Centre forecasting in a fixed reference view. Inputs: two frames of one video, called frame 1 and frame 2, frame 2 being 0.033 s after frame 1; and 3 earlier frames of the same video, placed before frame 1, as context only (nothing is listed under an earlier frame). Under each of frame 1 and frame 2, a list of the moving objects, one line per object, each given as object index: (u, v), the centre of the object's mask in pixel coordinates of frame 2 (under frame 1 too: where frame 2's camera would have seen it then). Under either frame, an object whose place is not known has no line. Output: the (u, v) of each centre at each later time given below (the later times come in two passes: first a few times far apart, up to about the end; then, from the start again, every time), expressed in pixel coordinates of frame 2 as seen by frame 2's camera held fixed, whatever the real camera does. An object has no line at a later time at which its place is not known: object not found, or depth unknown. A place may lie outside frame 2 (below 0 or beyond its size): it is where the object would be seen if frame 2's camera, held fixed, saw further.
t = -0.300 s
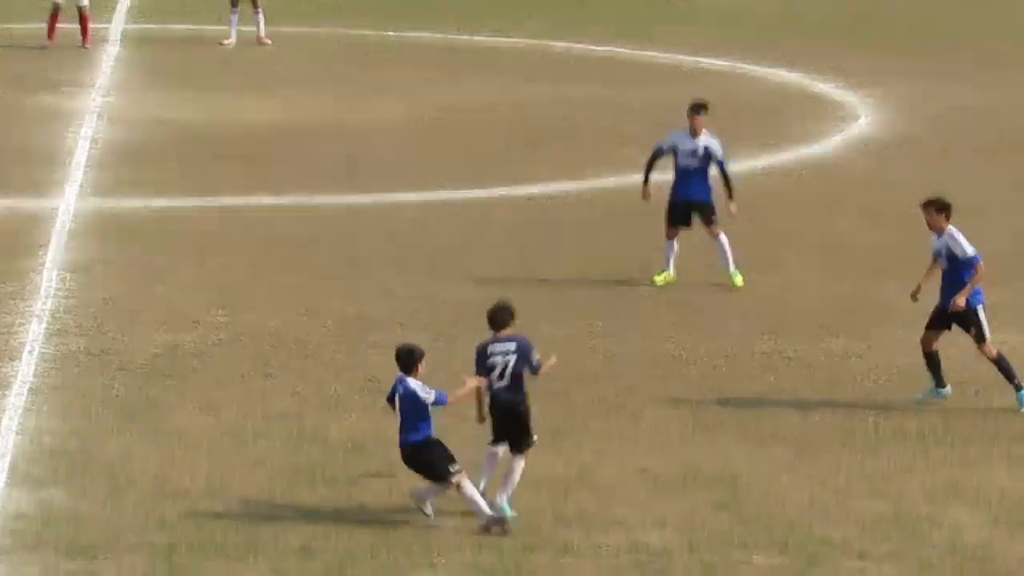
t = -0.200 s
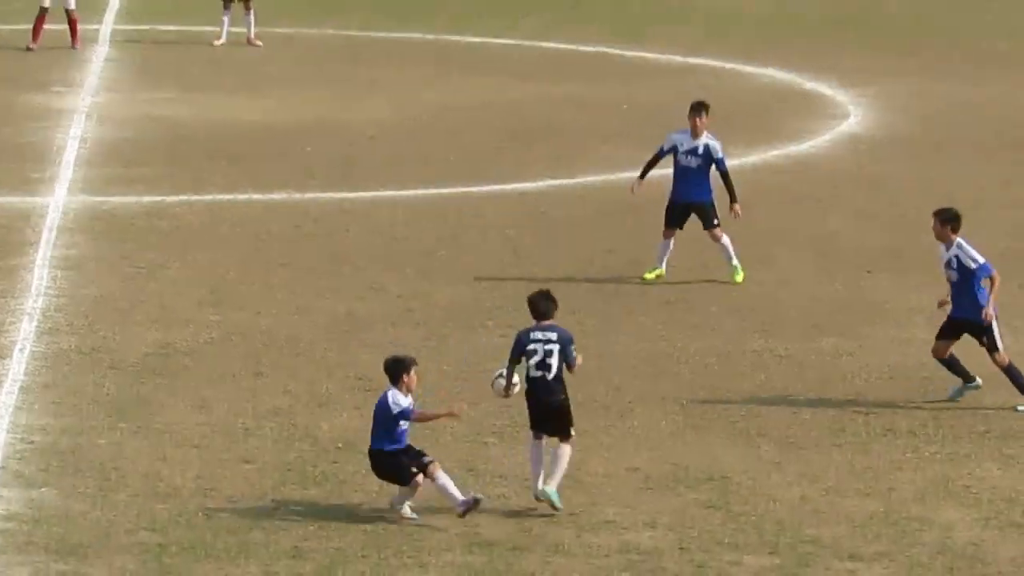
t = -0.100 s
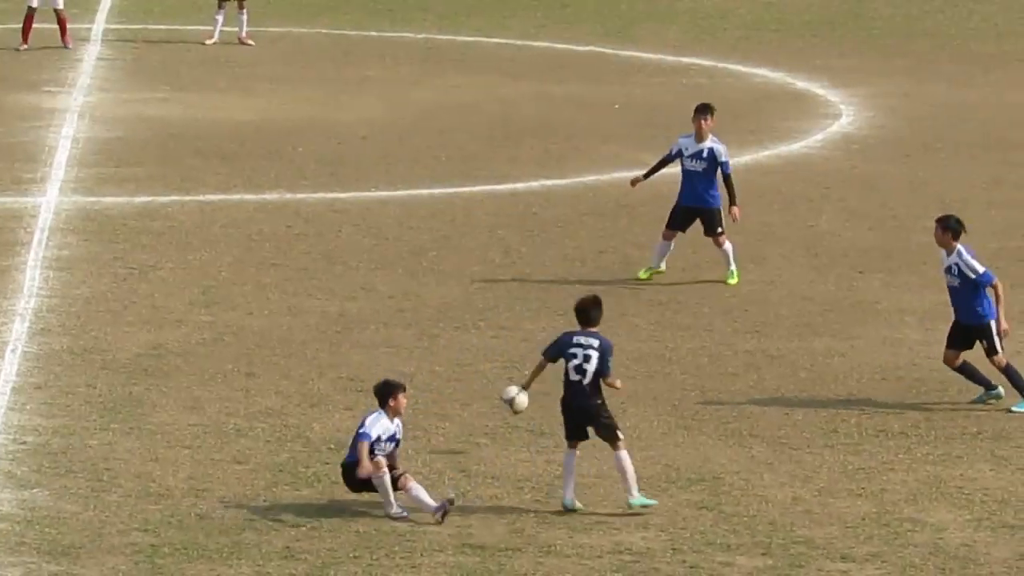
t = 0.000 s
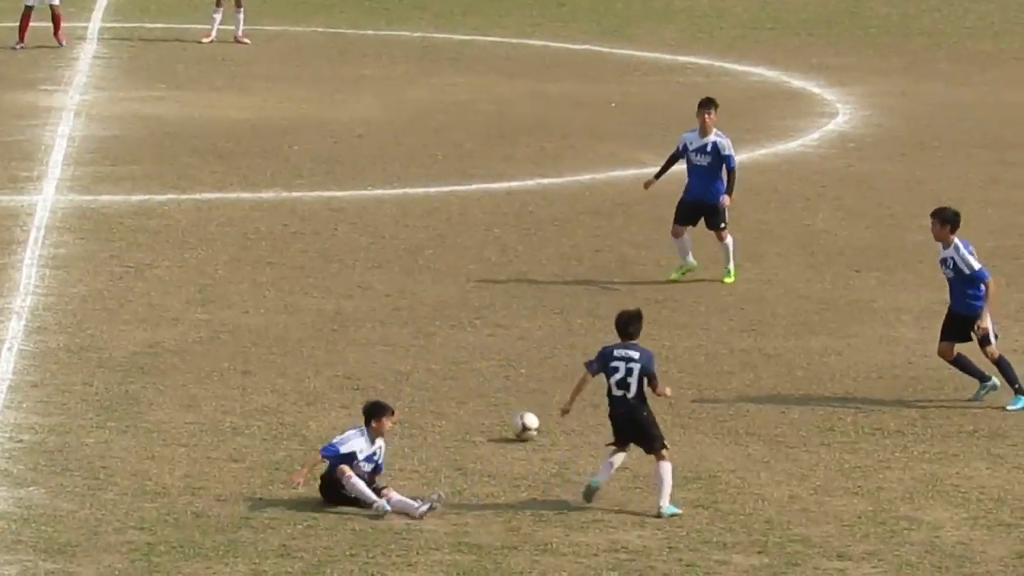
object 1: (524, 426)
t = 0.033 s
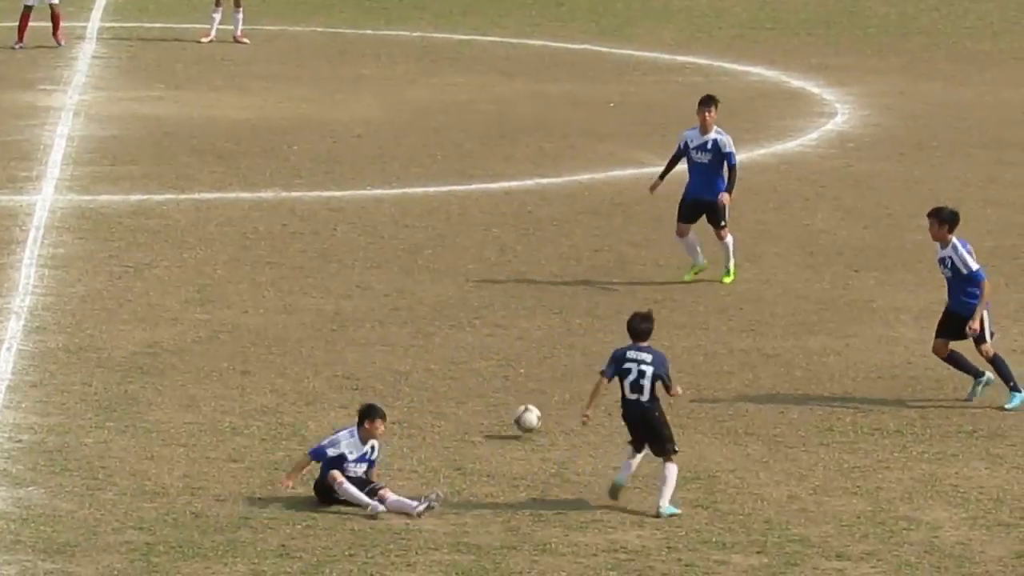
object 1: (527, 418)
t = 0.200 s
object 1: (537, 368)
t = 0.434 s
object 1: (551, 354)
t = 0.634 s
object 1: (563, 369)
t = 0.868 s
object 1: (585, 332)
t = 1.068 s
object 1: (603, 351)
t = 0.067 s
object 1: (530, 405)
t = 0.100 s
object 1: (532, 392)
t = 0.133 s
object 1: (533, 383)
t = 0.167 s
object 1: (536, 374)
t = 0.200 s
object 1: (537, 368)
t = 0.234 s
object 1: (540, 361)
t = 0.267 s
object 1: (542, 357)
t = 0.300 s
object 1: (544, 352)
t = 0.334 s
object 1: (545, 352)
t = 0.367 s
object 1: (548, 350)
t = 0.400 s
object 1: (548, 352)
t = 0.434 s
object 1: (551, 354)
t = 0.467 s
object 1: (554, 358)
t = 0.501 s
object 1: (554, 363)
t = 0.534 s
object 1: (556, 369)
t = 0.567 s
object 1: (558, 377)
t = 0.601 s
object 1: (560, 380)
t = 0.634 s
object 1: (563, 369)
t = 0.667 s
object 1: (566, 359)
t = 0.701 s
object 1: (569, 351)
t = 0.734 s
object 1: (573, 345)
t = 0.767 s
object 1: (577, 339)
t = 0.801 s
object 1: (579, 336)
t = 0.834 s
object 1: (583, 332)
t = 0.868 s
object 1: (585, 332)
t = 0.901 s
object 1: (588, 331)
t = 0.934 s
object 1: (591, 333)
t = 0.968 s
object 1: (595, 335)
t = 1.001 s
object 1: (597, 339)
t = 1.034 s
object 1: (600, 344)
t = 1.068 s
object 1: (603, 351)
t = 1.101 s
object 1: (606, 345)
